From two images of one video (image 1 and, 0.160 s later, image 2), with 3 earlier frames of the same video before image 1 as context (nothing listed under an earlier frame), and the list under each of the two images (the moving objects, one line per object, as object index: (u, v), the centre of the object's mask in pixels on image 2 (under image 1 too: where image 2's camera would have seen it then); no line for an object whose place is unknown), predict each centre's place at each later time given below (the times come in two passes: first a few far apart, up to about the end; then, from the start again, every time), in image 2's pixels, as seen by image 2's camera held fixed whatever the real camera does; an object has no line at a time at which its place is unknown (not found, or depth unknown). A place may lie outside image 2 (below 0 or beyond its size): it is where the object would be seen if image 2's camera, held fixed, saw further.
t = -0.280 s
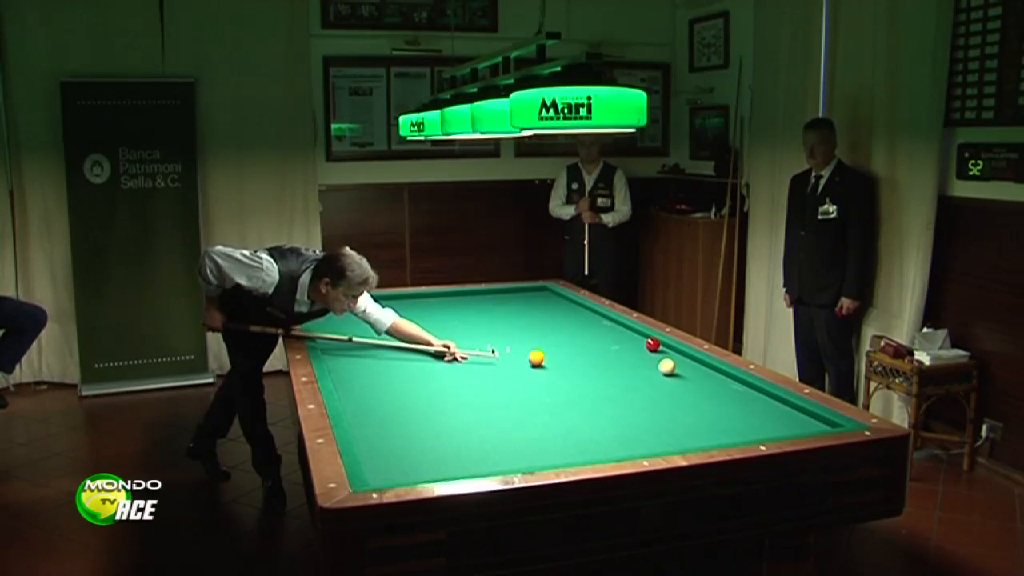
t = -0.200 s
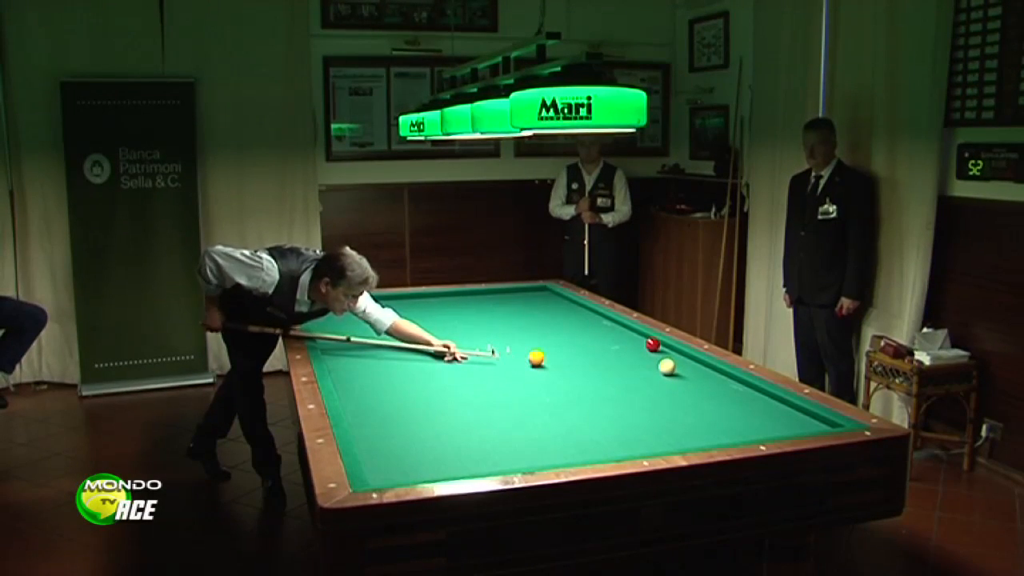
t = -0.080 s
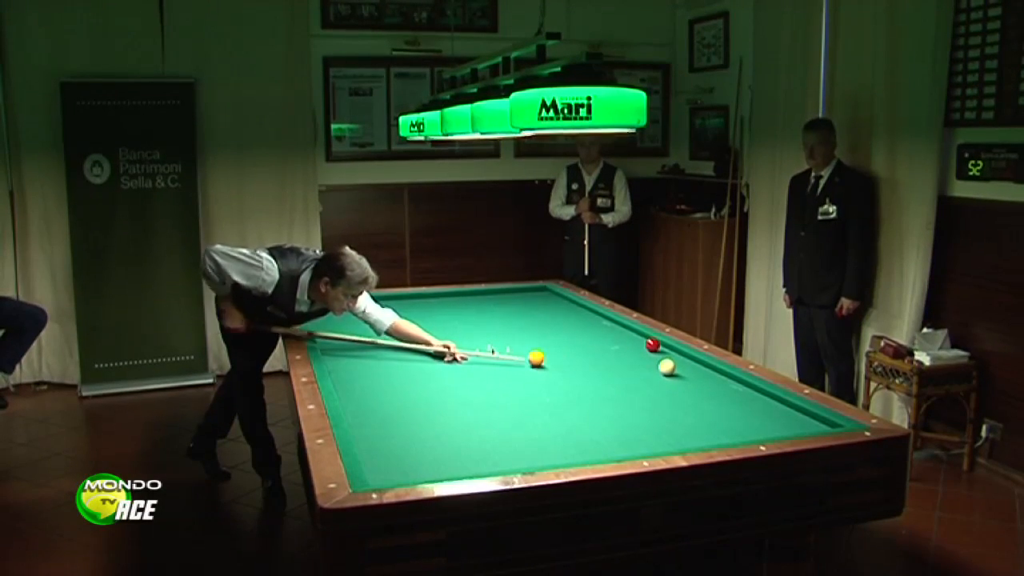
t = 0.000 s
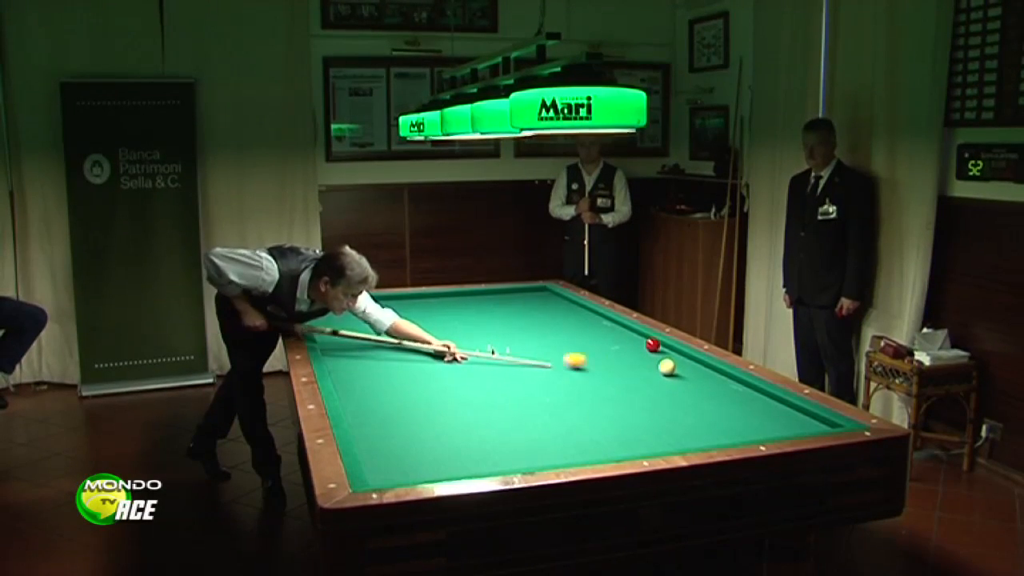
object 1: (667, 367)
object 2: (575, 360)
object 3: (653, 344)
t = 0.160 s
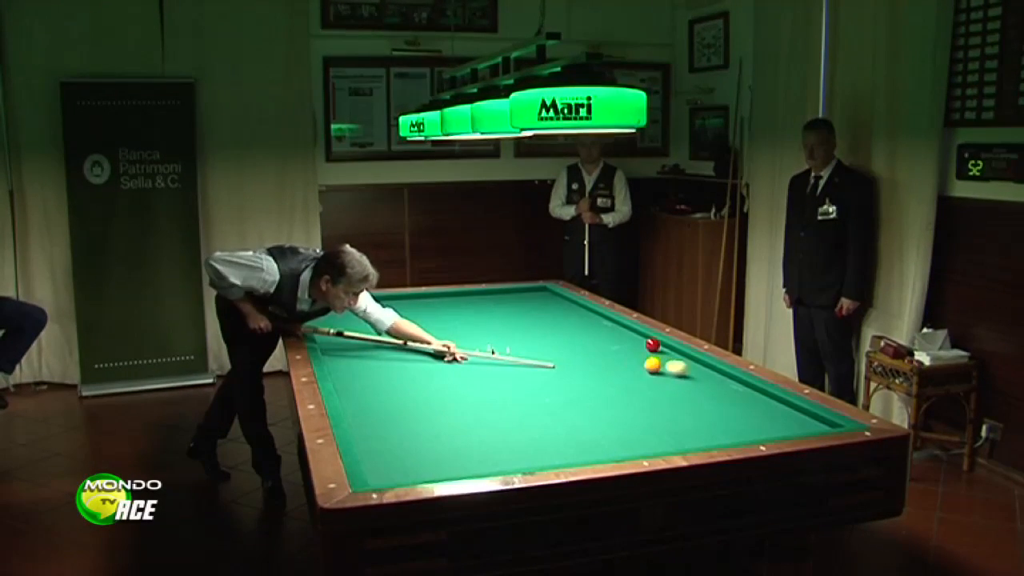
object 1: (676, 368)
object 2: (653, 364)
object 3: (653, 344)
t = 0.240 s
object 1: (714, 372)
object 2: (654, 363)
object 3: (653, 344)
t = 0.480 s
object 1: (696, 389)
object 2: (656, 360)
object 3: (653, 344)
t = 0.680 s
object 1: (678, 403)
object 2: (657, 358)
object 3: (652, 344)
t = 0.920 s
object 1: (653, 422)
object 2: (658, 354)
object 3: (652, 343)
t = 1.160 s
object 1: (625, 444)
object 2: (659, 351)
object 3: (651, 343)
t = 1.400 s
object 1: (578, 453)
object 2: (660, 348)
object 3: (651, 343)
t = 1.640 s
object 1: (516, 451)
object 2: (663, 346)
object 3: (651, 343)
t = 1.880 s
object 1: (457, 446)
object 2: (661, 346)
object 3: (648, 343)
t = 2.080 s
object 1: (409, 442)
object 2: (658, 345)
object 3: (646, 342)
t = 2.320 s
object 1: (363, 437)
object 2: (654, 345)
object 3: (643, 341)
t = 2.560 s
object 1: (387, 424)
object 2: (651, 344)
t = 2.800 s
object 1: (407, 413)
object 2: (648, 344)
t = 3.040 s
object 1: (426, 403)
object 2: (646, 344)
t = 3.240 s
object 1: (440, 396)
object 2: (644, 344)
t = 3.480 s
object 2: (642, 344)
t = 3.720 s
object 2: (642, 344)
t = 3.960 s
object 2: (642, 344)
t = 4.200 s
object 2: (641, 343)
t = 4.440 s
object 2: (641, 343)
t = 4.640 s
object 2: (641, 343)
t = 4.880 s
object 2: (641, 344)
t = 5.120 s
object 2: (641, 343)
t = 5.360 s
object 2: (641, 343)
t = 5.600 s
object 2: (641, 343)
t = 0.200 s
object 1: (695, 370)
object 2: (654, 364)
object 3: (653, 344)
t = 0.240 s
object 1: (714, 372)
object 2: (654, 363)
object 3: (653, 344)
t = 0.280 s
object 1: (718, 375)
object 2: (654, 363)
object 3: (653, 344)
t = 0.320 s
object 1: (712, 378)
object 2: (655, 362)
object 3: (653, 344)
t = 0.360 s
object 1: (708, 380)
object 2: (655, 361)
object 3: (653, 344)
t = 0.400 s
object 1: (703, 383)
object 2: (655, 361)
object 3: (653, 344)
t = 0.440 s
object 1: (700, 386)
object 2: (656, 361)
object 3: (653, 344)
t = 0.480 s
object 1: (696, 389)
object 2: (656, 360)
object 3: (653, 344)
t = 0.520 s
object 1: (693, 392)
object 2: (656, 359)
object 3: (653, 344)
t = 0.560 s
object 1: (689, 394)
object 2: (656, 359)
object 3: (653, 344)
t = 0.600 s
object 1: (685, 397)
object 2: (657, 358)
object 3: (652, 344)
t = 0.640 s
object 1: (682, 400)
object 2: (657, 358)
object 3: (652, 344)
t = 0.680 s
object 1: (678, 403)
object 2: (657, 358)
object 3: (652, 344)
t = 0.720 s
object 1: (674, 406)
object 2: (657, 357)
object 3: (652, 344)
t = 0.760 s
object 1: (670, 409)
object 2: (658, 356)
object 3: (652, 343)
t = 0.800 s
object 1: (666, 412)
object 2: (658, 355)
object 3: (652, 343)
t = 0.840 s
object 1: (661, 416)
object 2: (658, 355)
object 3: (652, 343)
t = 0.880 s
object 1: (657, 419)
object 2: (658, 354)
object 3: (652, 343)
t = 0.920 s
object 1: (653, 422)
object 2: (658, 354)
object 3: (652, 343)
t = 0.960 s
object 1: (648, 426)
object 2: (659, 354)
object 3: (652, 343)
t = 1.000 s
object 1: (644, 430)
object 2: (659, 353)
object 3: (652, 343)
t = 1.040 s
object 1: (639, 433)
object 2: (659, 353)
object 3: (651, 343)
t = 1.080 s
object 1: (634, 437)
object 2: (659, 352)
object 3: (651, 343)
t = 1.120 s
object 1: (630, 441)
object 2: (659, 352)
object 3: (651, 343)
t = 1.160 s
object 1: (625, 444)
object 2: (659, 351)
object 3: (651, 343)
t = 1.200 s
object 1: (619, 447)
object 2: (660, 351)
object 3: (651, 343)
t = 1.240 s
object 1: (614, 449)
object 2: (660, 350)
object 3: (651, 343)
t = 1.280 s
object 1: (608, 452)
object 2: (660, 350)
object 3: (651, 343)
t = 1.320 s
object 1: (599, 453)
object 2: (660, 350)
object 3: (651, 343)
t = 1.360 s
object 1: (588, 453)
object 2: (660, 349)
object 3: (651, 343)
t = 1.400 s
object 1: (578, 453)
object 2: (660, 348)
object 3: (651, 343)
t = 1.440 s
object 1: (567, 453)
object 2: (661, 348)
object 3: (651, 343)
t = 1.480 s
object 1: (557, 453)
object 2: (661, 348)
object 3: (651, 343)
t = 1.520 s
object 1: (546, 452)
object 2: (661, 347)
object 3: (651, 343)
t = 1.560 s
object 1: (536, 452)
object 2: (662, 347)
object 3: (651, 343)
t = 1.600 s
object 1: (526, 451)
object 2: (662, 347)
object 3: (651, 343)
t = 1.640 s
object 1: (516, 451)
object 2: (663, 346)
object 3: (651, 343)
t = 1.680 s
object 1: (506, 450)
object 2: (663, 347)
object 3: (651, 343)
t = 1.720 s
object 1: (496, 449)
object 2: (664, 346)
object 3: (651, 343)
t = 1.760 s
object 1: (486, 448)
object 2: (664, 346)
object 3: (650, 343)
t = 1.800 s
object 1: (476, 448)
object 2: (663, 346)
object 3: (649, 343)
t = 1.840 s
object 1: (466, 447)
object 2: (662, 346)
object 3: (649, 343)
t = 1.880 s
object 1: (457, 446)
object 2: (661, 346)
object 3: (648, 343)
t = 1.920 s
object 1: (447, 445)
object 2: (661, 346)
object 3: (648, 342)
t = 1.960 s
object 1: (437, 445)
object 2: (660, 346)
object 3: (648, 342)
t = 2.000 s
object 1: (428, 444)
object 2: (659, 345)
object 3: (647, 342)
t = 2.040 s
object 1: (419, 443)
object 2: (658, 345)
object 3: (646, 342)
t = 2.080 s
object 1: (409, 442)
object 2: (658, 345)
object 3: (646, 342)
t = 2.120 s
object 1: (400, 442)
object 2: (657, 345)
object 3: (646, 342)
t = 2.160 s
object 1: (391, 441)
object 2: (656, 345)
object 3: (645, 342)
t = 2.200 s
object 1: (382, 440)
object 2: (656, 345)
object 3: (645, 341)
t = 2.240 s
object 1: (373, 438)
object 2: (655, 345)
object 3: (644, 341)
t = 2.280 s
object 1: (365, 438)
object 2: (654, 345)
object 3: (644, 341)
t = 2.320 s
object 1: (363, 437)
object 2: (654, 345)
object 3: (643, 341)
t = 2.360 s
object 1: (368, 434)
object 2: (653, 345)
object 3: (643, 341)
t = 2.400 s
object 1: (372, 433)
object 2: (653, 345)
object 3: (643, 341)
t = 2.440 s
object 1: (376, 430)
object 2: (652, 345)
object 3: (642, 340)
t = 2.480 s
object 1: (380, 428)
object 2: (652, 345)
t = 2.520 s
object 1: (384, 426)
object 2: (651, 345)
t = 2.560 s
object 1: (387, 424)
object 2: (651, 344)
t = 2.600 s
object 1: (390, 423)
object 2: (650, 344)
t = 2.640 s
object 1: (394, 421)
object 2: (650, 344)
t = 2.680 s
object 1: (397, 419)
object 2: (649, 344)
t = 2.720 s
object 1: (401, 417)
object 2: (649, 344)
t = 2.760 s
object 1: (404, 415)
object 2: (648, 344)
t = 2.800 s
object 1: (407, 413)
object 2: (648, 344)
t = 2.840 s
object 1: (411, 412)
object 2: (647, 344)
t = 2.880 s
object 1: (414, 410)
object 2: (647, 344)
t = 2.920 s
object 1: (417, 408)
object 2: (647, 344)
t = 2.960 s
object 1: (420, 406)
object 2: (646, 344)
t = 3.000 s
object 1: (423, 405)
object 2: (646, 344)
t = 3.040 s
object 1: (426, 403)
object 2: (646, 344)
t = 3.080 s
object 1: (429, 402)
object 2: (645, 344)
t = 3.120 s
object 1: (432, 400)
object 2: (645, 344)
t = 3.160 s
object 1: (435, 399)
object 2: (644, 344)
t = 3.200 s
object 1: (437, 397)
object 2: (644, 344)
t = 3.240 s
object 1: (440, 396)
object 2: (644, 344)
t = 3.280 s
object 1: (443, 394)
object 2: (643, 344)
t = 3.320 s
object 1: (446, 393)
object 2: (643, 344)
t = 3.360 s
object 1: (448, 391)
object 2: (643, 344)
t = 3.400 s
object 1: (451, 390)
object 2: (643, 344)
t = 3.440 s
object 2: (642, 344)
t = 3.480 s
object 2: (642, 344)
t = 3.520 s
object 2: (642, 344)
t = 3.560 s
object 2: (642, 344)
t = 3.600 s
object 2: (642, 344)
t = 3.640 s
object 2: (642, 344)
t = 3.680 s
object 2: (642, 344)
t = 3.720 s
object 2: (642, 344)
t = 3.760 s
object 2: (642, 344)
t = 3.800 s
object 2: (642, 344)
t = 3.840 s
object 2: (641, 344)
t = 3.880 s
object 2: (641, 344)
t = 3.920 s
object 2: (642, 344)
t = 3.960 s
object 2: (642, 344)
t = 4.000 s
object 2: (642, 343)
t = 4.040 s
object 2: (641, 344)
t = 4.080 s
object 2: (641, 344)
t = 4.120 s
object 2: (642, 344)
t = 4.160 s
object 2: (641, 344)
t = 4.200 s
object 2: (641, 343)
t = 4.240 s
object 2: (641, 343)
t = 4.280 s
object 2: (641, 344)
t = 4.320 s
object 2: (641, 344)
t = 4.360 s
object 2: (641, 343)
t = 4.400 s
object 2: (641, 343)
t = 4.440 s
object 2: (641, 343)
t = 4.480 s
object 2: (641, 344)
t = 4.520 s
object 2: (641, 343)
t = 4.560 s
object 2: (641, 343)
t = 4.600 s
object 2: (641, 343)
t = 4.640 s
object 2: (641, 343)
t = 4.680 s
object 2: (641, 343)
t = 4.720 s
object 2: (641, 343)
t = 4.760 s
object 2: (641, 343)
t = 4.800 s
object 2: (641, 344)
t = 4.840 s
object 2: (641, 343)
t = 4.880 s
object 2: (641, 344)
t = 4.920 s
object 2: (641, 344)
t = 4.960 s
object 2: (641, 344)
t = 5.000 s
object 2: (641, 343)
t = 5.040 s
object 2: (642, 343)
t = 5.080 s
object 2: (641, 343)
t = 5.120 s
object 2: (641, 343)
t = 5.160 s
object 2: (641, 343)
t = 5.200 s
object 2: (641, 343)
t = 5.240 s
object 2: (641, 343)
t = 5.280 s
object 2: (641, 343)
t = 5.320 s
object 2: (641, 343)
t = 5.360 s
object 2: (641, 343)
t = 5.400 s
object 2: (641, 343)
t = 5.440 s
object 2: (641, 342)
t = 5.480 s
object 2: (641, 343)
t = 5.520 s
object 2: (641, 343)
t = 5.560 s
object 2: (641, 343)
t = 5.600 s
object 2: (641, 343)
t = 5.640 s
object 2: (642, 343)
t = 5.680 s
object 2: (642, 342)
